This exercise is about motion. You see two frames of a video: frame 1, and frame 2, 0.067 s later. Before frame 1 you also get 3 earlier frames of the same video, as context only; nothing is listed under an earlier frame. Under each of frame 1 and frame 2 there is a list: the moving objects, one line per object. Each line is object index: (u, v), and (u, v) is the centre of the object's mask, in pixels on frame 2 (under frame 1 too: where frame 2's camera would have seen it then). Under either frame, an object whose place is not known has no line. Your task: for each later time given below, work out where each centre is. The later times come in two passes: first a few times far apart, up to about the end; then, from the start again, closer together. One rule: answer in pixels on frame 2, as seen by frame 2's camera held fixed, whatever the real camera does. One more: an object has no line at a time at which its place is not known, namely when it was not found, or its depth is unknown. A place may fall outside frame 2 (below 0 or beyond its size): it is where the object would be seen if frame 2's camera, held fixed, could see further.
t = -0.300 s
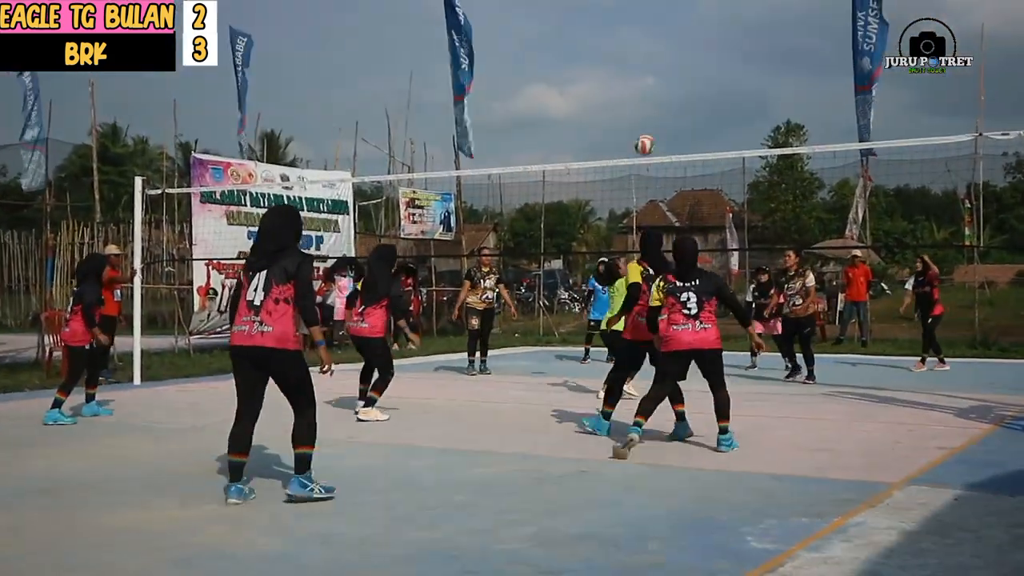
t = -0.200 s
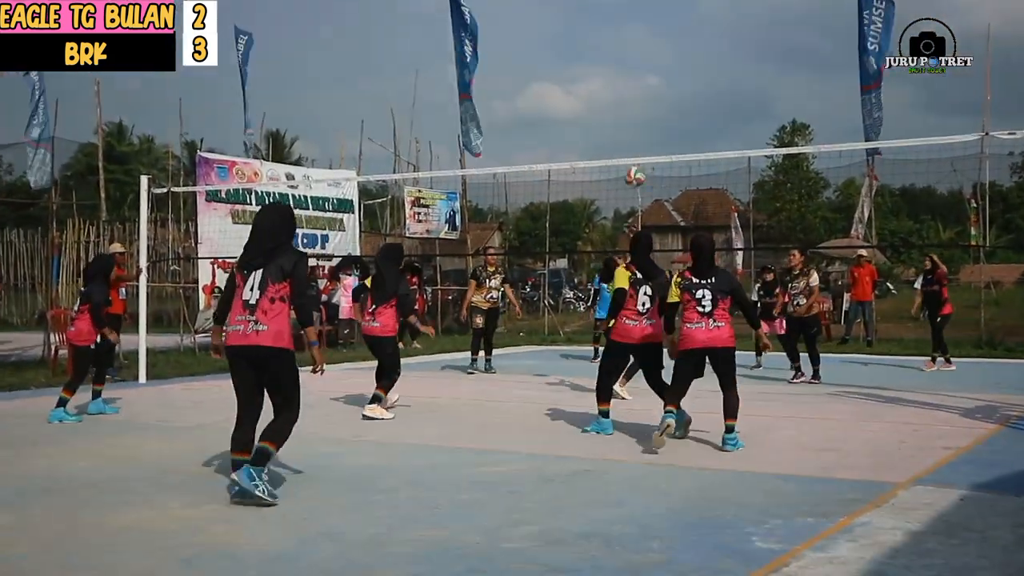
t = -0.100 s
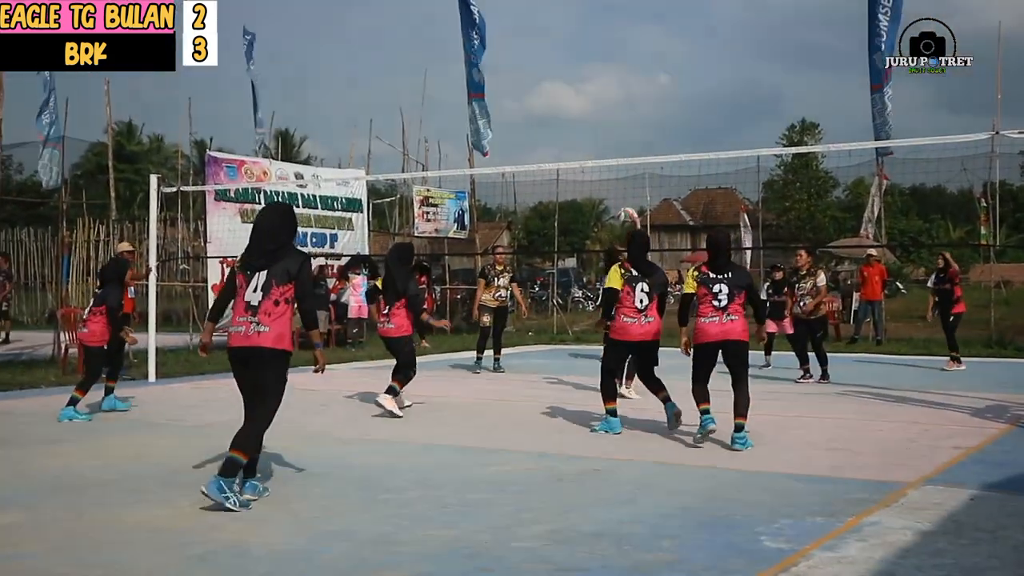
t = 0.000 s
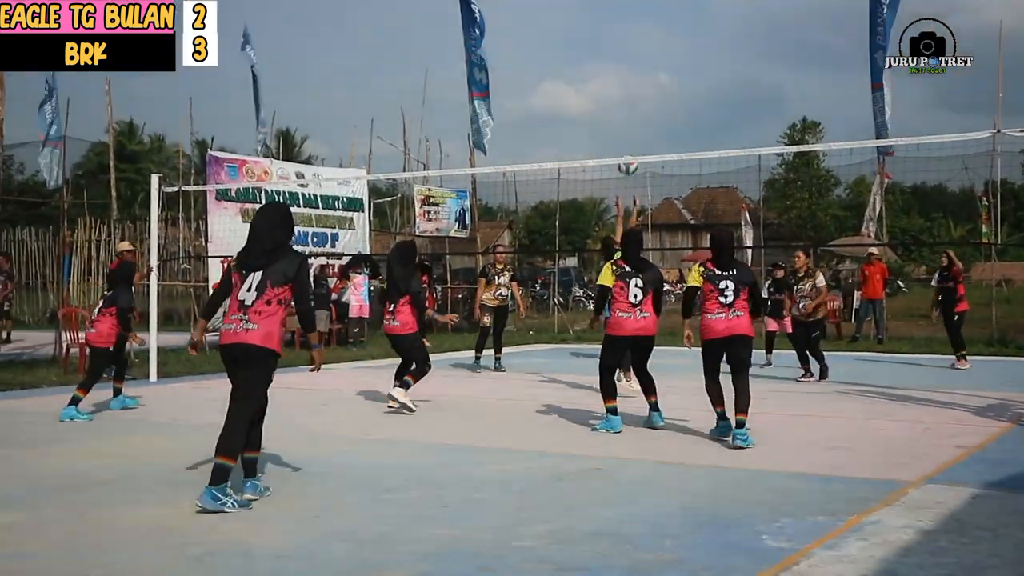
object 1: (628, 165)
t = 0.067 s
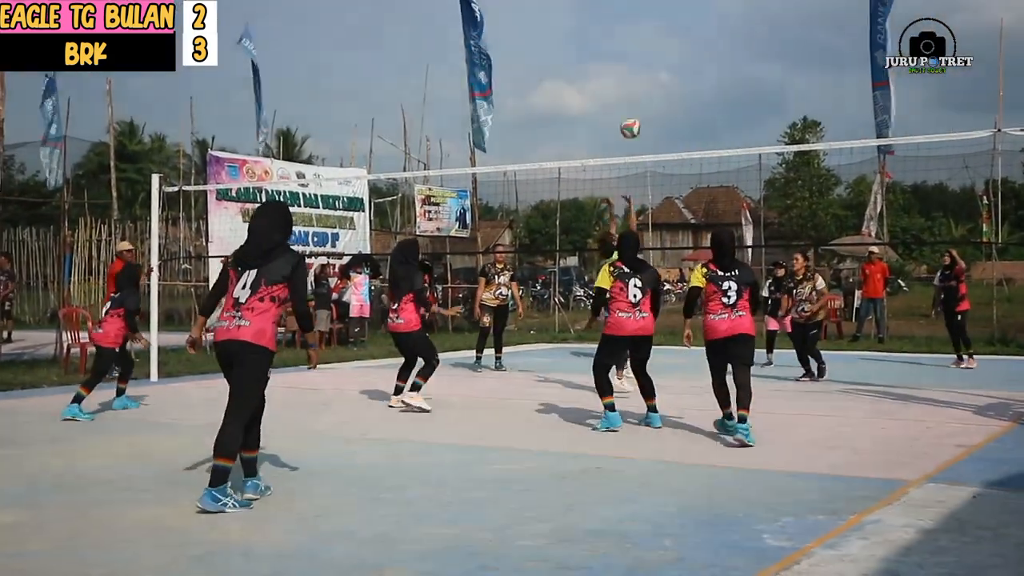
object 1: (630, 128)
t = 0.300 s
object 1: (633, 37)
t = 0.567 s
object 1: (642, 0)
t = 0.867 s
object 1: (654, 41)
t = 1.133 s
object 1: (670, 149)
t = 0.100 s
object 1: (631, 112)
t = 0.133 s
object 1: (632, 96)
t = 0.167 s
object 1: (634, 82)
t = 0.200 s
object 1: (635, 68)
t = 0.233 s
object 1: (635, 56)
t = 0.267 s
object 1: (633, 47)
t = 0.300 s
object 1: (633, 37)
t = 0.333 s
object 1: (633, 27)
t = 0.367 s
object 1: (634, 21)
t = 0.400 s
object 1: (635, 17)
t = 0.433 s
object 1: (635, 15)
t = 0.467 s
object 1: (638, 6)
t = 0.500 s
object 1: (640, 2)
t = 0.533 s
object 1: (640, 1)
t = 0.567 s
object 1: (642, 0)
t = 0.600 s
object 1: (643, 0)
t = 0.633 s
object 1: (644, 1)
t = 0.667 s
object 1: (646, 2)
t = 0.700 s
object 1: (647, 5)
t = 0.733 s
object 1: (648, 9)
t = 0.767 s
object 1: (650, 16)
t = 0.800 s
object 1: (651, 24)
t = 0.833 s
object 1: (652, 31)
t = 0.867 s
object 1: (654, 41)
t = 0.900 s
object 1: (656, 52)
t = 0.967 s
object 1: (659, 75)
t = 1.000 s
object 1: (661, 88)
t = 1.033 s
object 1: (664, 102)
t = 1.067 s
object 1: (666, 116)
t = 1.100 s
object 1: (668, 132)
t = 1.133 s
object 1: (670, 149)
